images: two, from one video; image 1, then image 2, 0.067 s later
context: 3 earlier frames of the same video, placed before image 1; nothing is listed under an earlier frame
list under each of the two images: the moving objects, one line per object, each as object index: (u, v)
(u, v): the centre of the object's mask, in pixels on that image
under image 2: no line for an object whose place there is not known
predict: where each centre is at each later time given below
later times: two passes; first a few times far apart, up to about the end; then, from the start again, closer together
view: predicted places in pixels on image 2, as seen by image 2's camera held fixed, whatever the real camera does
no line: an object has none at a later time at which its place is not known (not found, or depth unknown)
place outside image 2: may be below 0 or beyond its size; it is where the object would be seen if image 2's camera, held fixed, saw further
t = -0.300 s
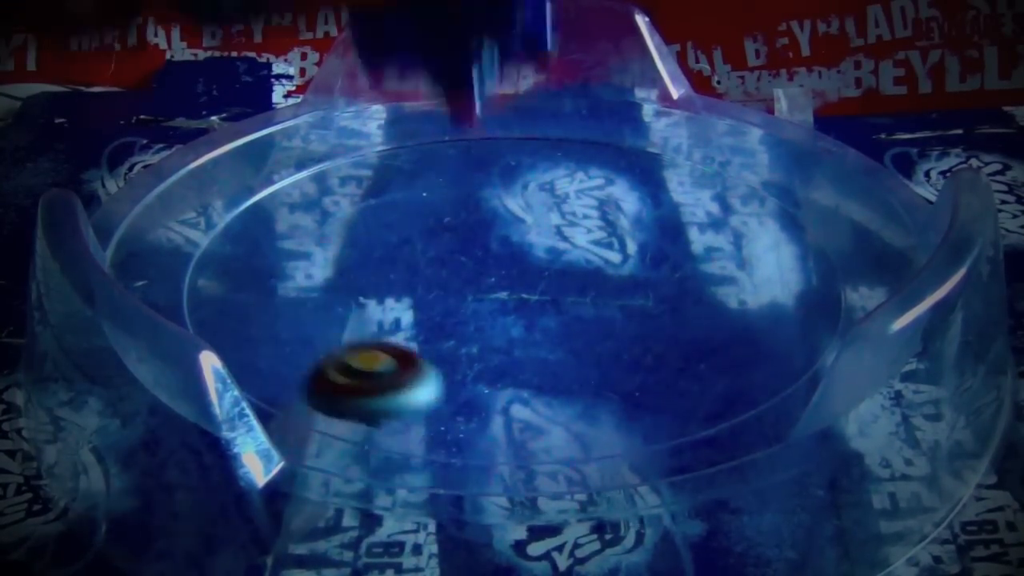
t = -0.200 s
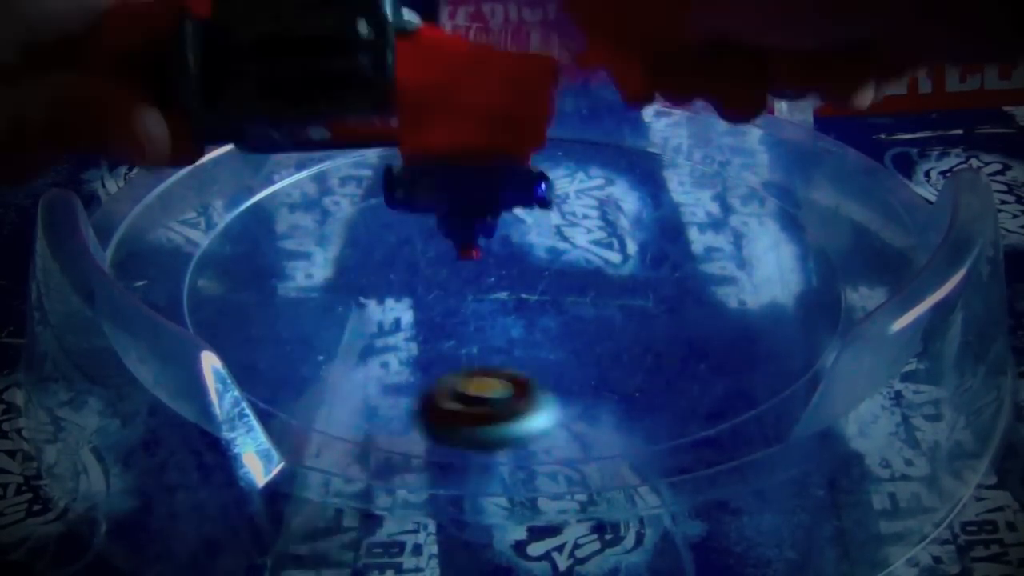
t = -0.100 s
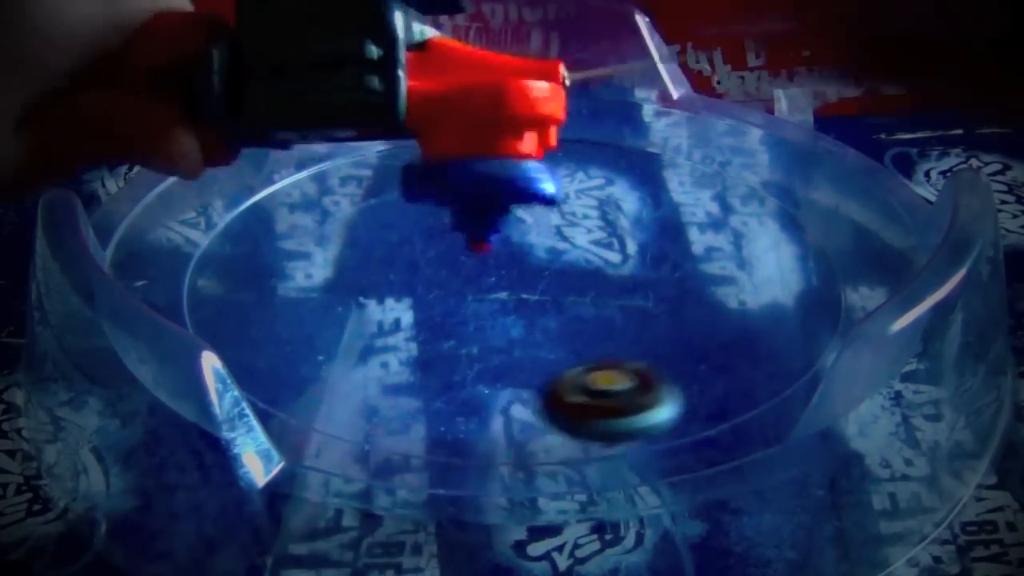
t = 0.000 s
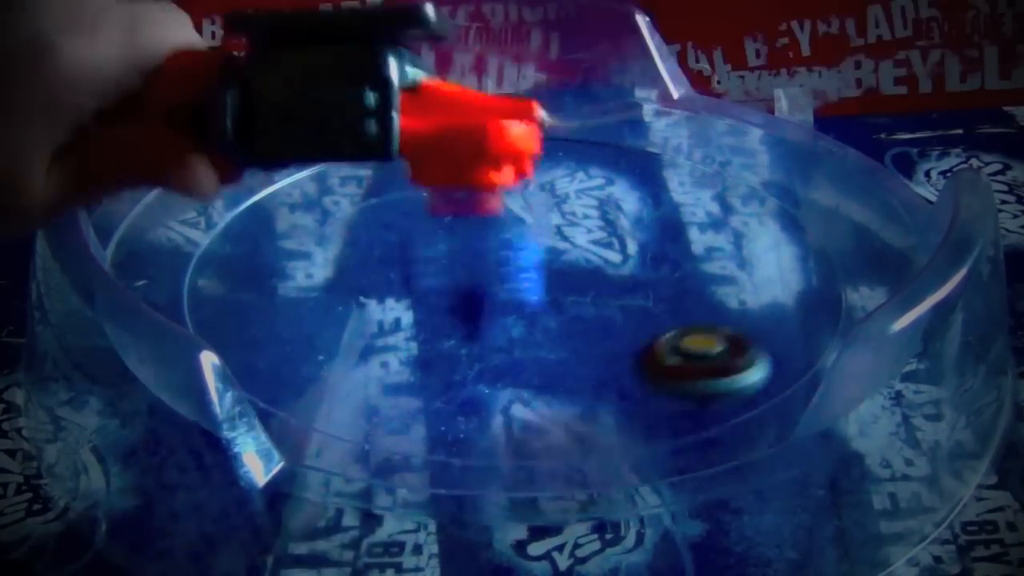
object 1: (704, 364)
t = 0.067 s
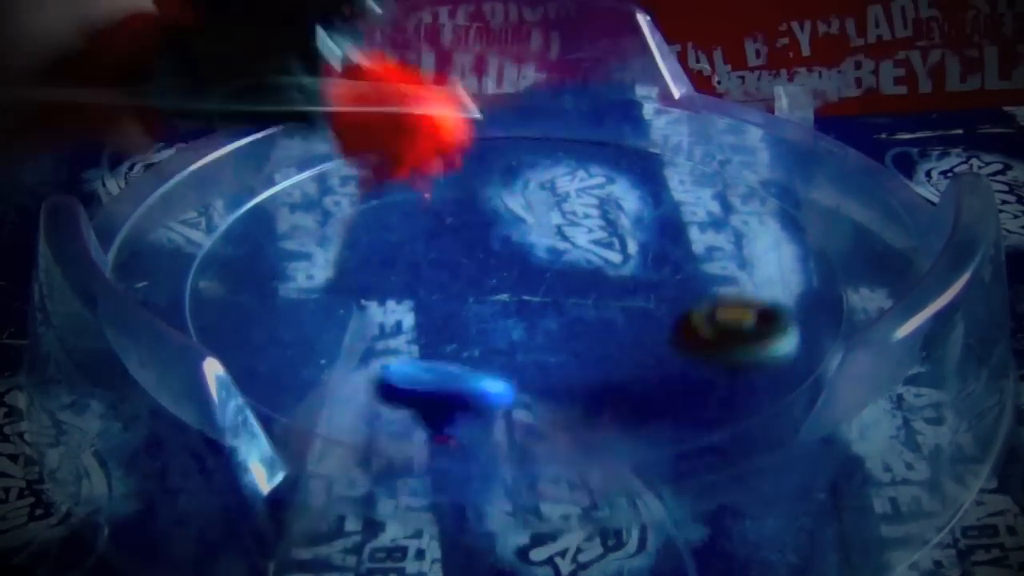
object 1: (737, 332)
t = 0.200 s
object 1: (702, 261)
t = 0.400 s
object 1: (500, 215)
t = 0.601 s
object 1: (321, 272)
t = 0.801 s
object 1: (436, 276)
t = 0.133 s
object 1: (734, 295)
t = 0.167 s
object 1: (721, 278)
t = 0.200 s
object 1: (702, 261)
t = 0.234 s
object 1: (678, 248)
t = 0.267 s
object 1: (648, 237)
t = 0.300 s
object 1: (614, 227)
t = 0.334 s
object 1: (577, 220)
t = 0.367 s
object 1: (537, 216)
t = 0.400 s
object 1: (500, 215)
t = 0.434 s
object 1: (461, 218)
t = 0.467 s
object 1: (424, 224)
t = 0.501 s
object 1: (390, 233)
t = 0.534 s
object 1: (361, 244)
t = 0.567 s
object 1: (337, 257)
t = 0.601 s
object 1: (321, 272)
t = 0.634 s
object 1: (310, 288)
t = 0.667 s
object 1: (315, 299)
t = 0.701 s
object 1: (343, 292)
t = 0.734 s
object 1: (377, 285)
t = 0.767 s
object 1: (407, 280)
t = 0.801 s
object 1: (436, 276)
